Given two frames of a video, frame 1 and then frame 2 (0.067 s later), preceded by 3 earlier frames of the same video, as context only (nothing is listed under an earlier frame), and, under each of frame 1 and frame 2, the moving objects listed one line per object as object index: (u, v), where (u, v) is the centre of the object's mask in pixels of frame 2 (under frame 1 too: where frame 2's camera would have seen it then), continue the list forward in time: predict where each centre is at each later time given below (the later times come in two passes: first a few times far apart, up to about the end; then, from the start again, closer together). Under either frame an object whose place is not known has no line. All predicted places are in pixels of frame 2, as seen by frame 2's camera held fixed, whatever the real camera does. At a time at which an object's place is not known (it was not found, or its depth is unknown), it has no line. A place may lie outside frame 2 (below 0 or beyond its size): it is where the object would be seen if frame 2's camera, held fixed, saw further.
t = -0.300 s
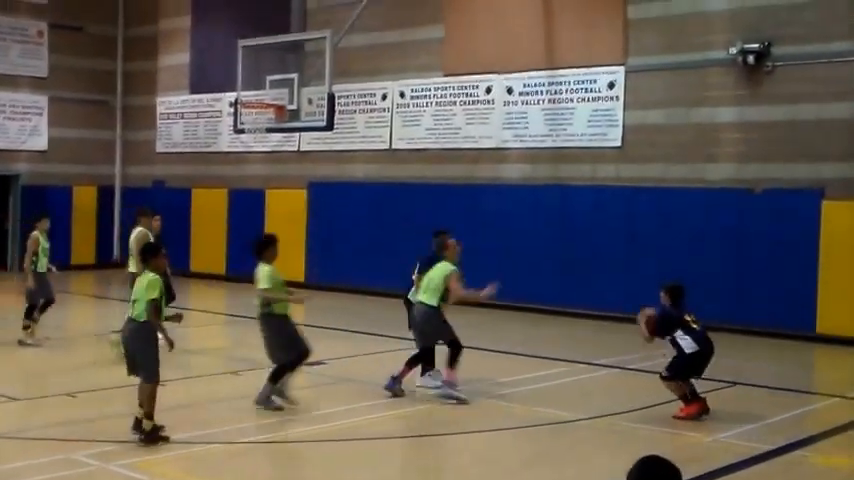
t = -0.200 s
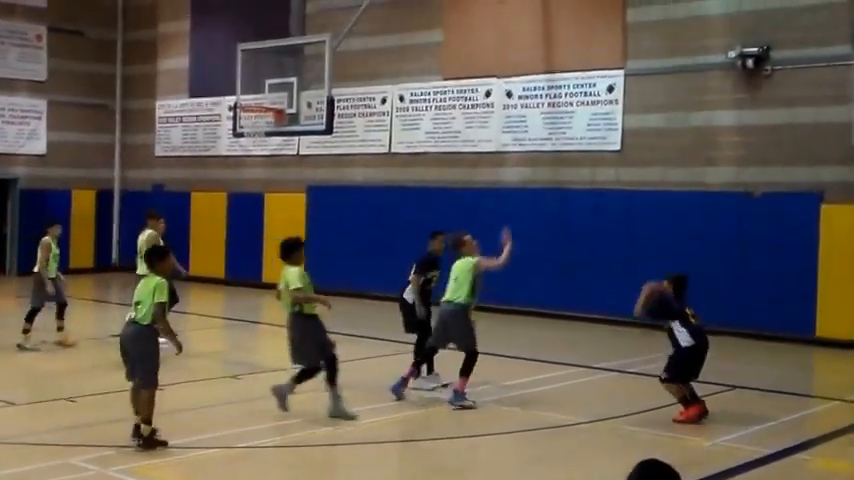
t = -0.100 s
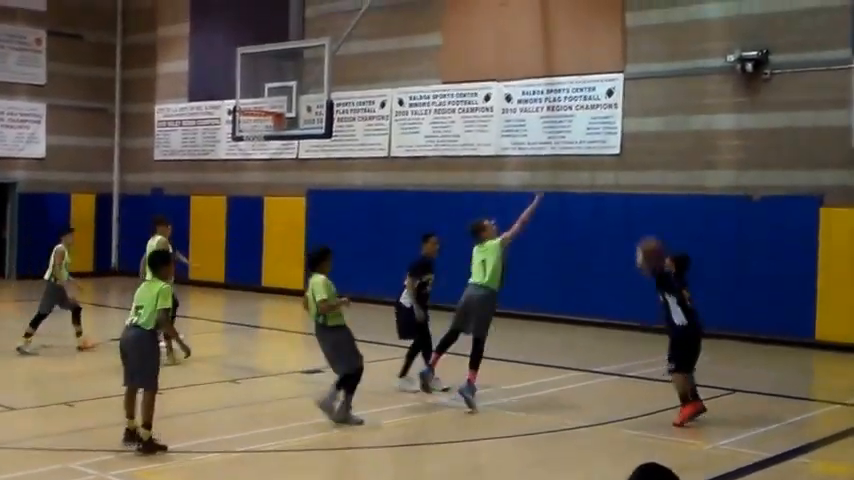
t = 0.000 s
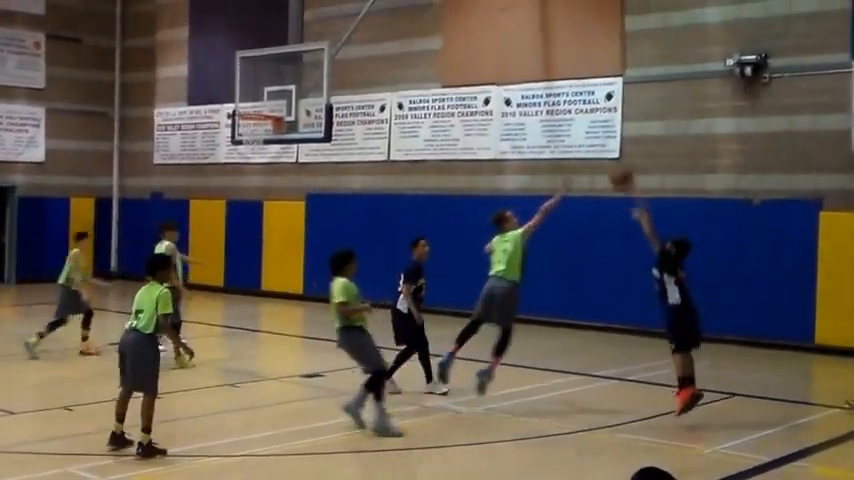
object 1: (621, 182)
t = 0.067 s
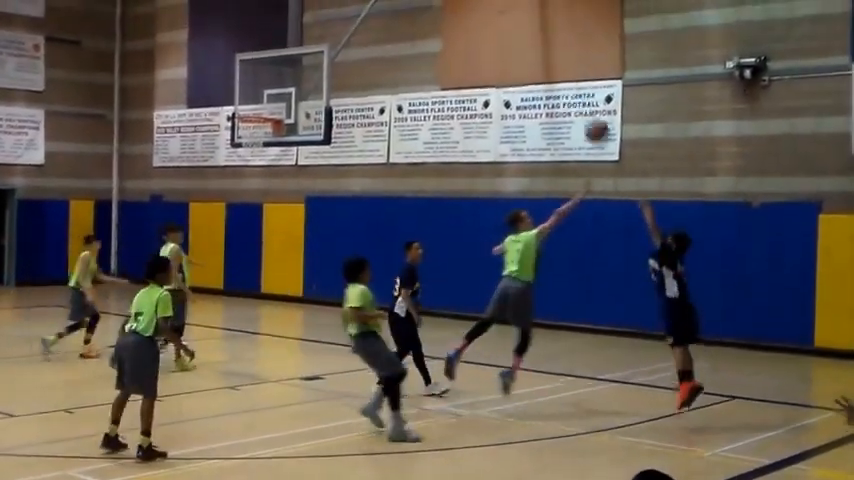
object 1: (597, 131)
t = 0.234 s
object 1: (541, 36)
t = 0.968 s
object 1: (342, -36)
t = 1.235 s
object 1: (283, 40)
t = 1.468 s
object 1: (242, 143)
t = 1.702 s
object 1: (236, 200)
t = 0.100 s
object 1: (585, 109)
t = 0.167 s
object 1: (562, 69)
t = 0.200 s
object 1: (551, 52)
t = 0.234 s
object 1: (541, 36)
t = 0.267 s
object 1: (530, 20)
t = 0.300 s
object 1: (520, 6)
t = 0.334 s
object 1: (509, -4)
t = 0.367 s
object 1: (500, -10)
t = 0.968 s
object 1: (342, -36)
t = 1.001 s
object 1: (335, -34)
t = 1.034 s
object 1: (329, -26)
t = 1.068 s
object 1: (319, -16)
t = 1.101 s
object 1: (313, -8)
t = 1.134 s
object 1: (305, 3)
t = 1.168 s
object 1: (299, 14)
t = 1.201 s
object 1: (291, 26)
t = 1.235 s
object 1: (283, 40)
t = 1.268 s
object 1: (278, 52)
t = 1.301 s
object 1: (269, 68)
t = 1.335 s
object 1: (265, 80)
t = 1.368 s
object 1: (257, 97)
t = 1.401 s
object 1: (250, 116)
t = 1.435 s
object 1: (247, 128)
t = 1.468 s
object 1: (242, 143)
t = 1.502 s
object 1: (241, 148)
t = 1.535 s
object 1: (240, 154)
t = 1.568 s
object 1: (240, 162)
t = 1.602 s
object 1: (240, 172)
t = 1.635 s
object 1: (237, 180)
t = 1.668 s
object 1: (238, 190)
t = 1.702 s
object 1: (236, 200)
